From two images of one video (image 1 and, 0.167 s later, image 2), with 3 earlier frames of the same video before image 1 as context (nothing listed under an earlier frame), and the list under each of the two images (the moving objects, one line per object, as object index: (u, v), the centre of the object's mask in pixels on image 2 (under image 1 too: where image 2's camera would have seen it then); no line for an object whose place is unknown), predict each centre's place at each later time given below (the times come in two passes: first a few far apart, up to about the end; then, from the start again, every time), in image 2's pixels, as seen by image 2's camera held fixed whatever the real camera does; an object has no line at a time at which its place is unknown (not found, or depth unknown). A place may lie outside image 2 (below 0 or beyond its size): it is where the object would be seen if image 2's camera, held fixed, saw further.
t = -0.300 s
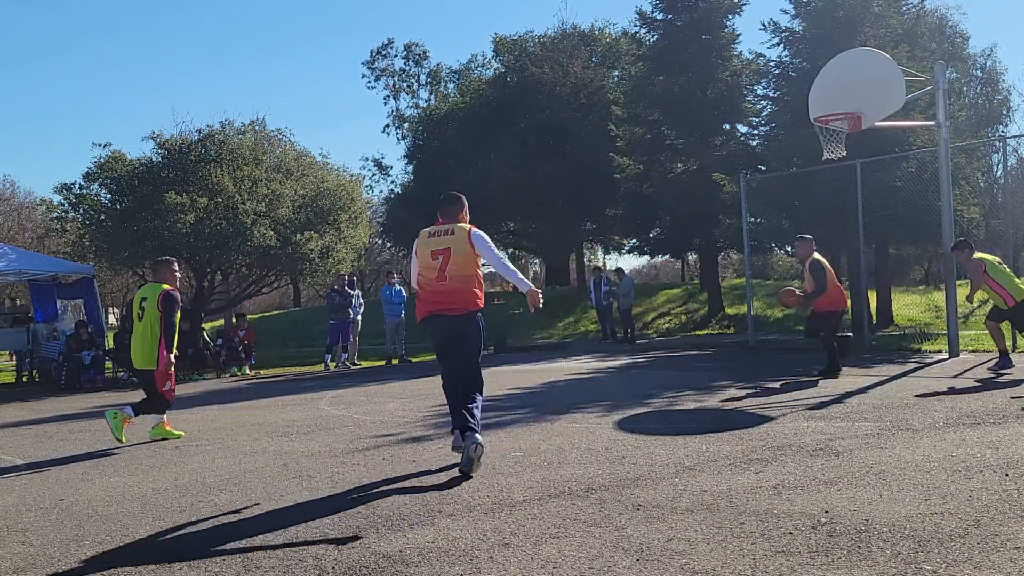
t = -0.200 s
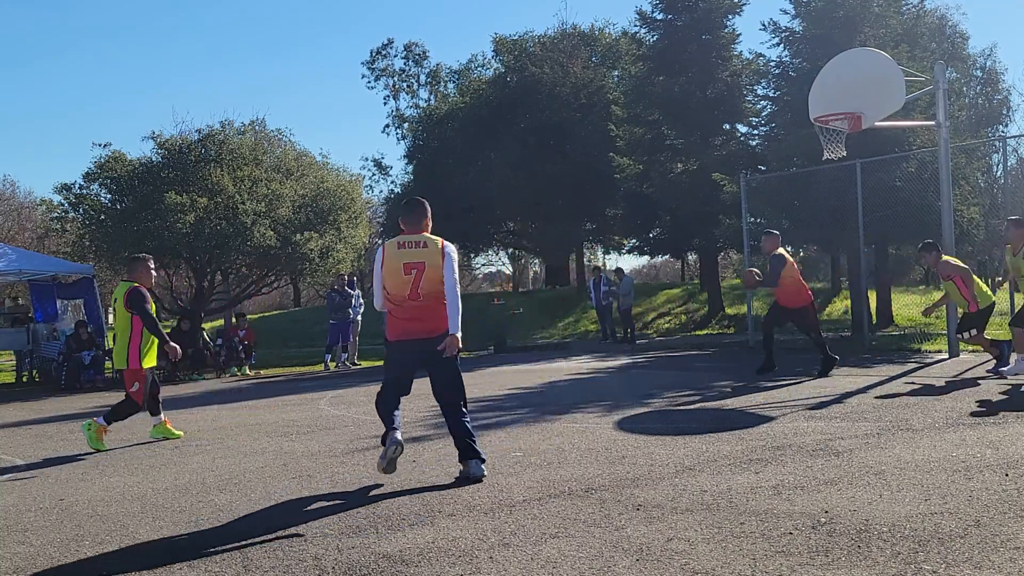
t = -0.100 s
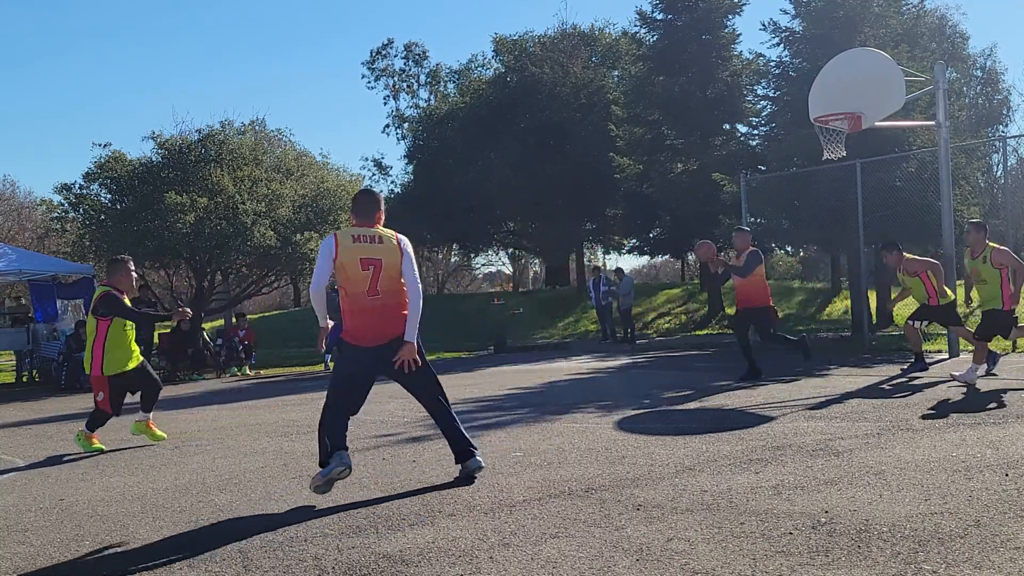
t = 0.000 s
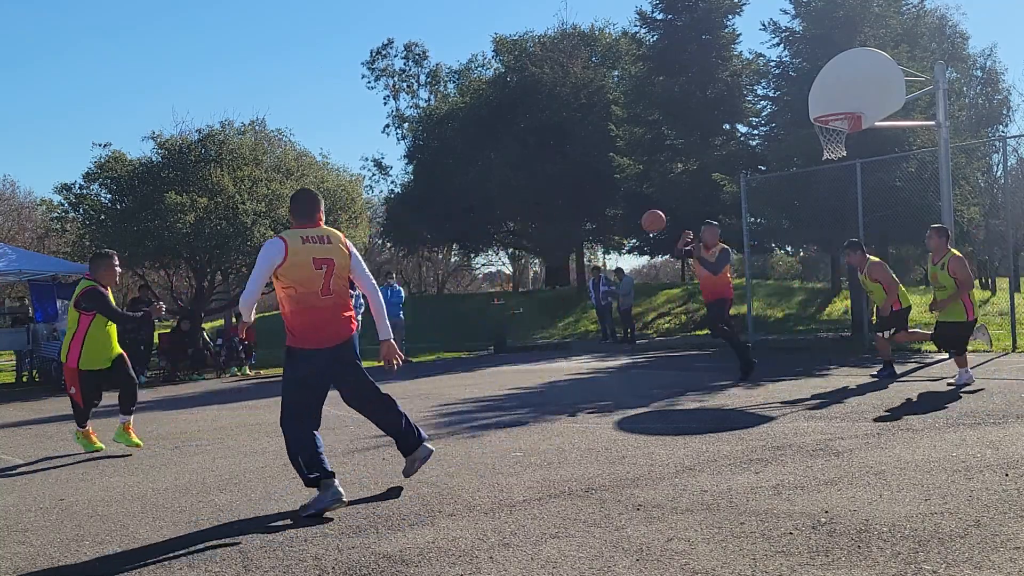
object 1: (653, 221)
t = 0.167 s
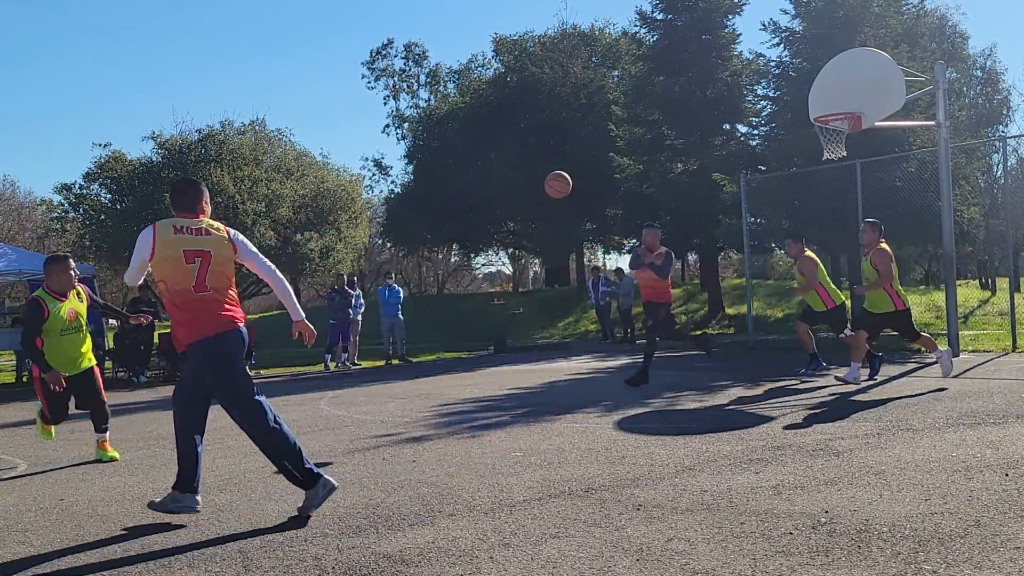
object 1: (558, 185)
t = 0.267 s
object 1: (488, 172)
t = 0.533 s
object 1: (223, 187)
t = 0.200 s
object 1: (536, 179)
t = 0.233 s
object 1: (513, 175)
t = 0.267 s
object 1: (488, 172)
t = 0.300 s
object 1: (462, 169)
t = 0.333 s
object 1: (435, 168)
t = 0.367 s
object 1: (406, 168)
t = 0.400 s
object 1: (374, 170)
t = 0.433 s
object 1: (341, 172)
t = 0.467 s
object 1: (304, 176)
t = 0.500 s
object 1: (267, 180)
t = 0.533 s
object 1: (223, 187)
